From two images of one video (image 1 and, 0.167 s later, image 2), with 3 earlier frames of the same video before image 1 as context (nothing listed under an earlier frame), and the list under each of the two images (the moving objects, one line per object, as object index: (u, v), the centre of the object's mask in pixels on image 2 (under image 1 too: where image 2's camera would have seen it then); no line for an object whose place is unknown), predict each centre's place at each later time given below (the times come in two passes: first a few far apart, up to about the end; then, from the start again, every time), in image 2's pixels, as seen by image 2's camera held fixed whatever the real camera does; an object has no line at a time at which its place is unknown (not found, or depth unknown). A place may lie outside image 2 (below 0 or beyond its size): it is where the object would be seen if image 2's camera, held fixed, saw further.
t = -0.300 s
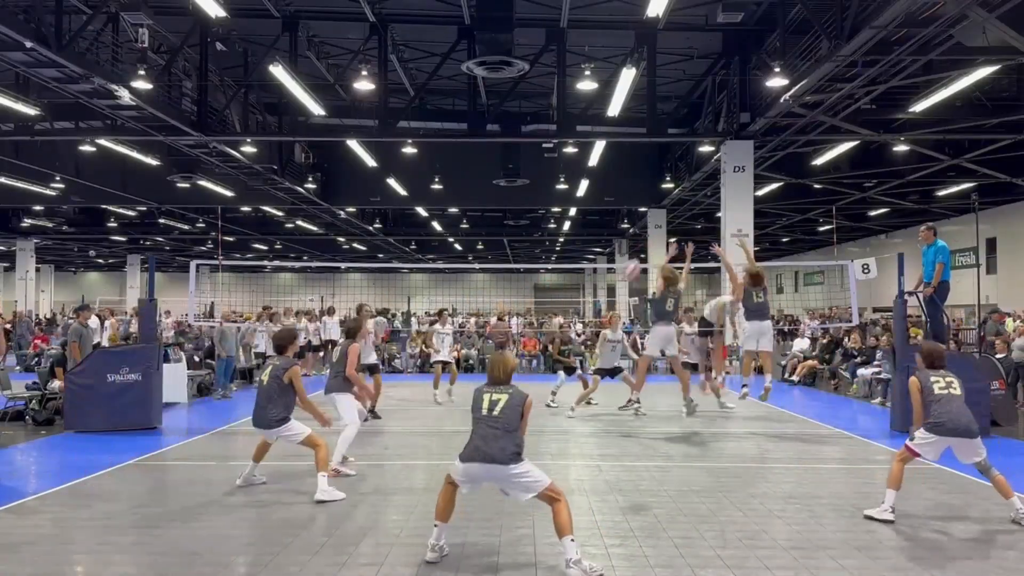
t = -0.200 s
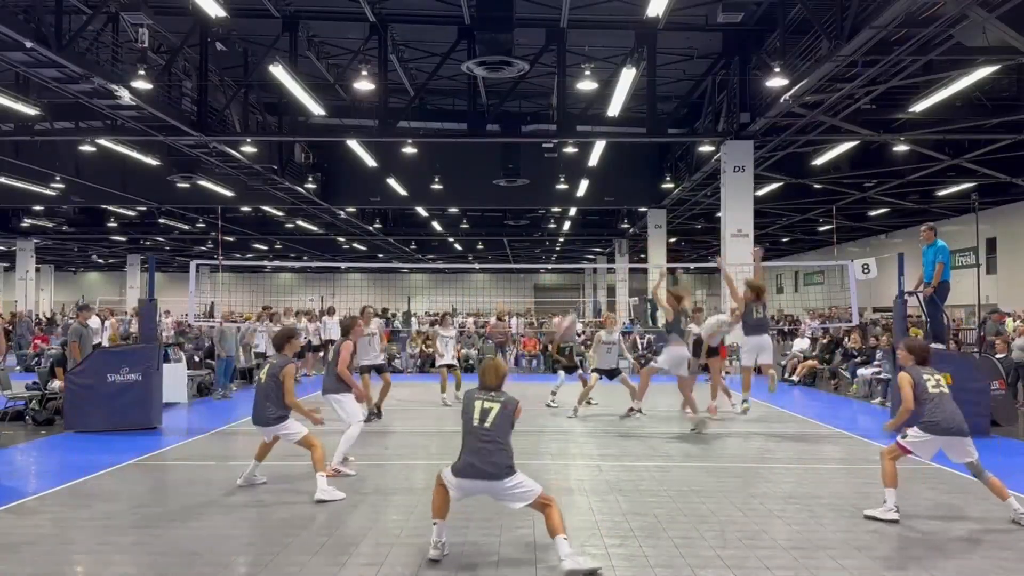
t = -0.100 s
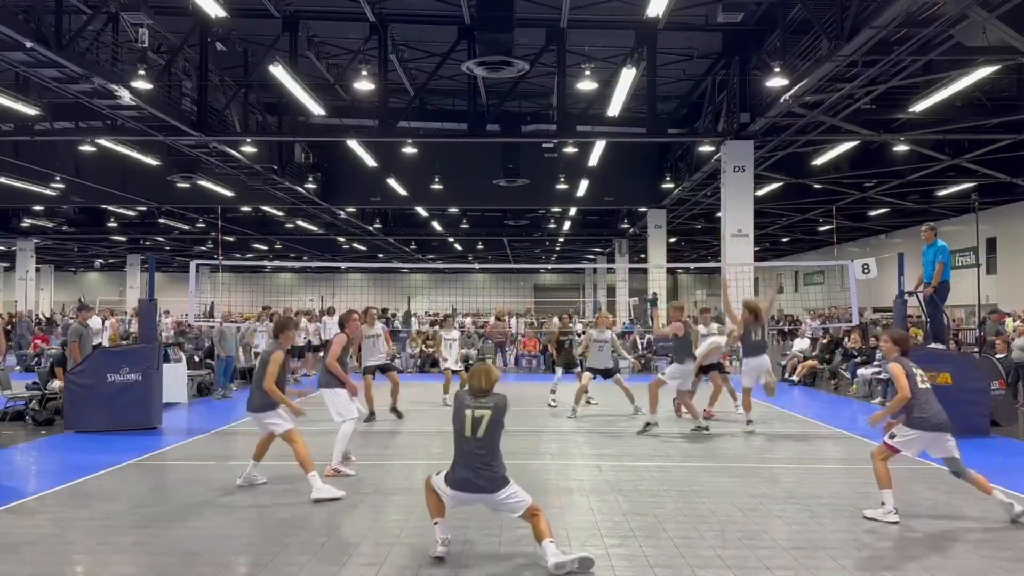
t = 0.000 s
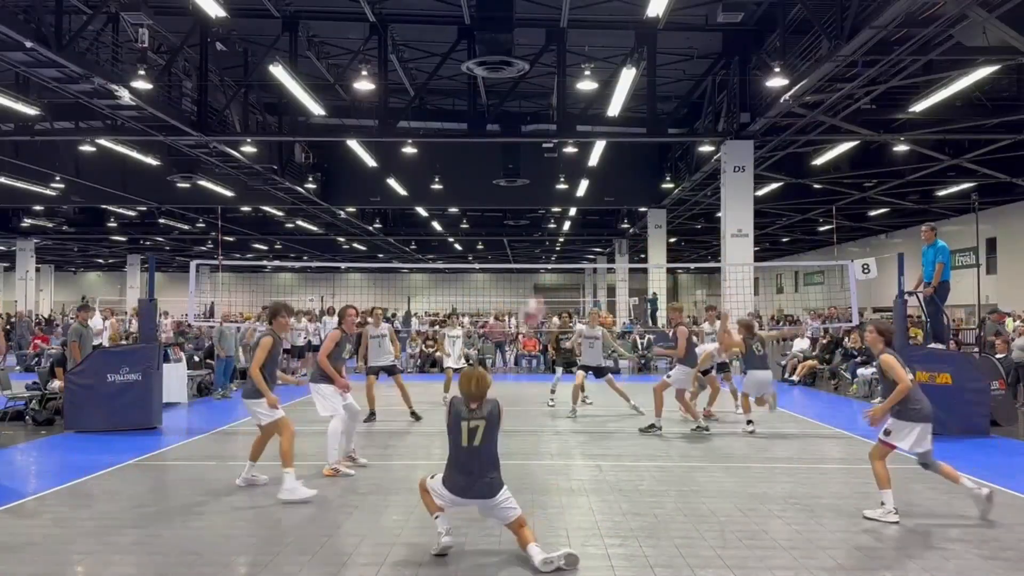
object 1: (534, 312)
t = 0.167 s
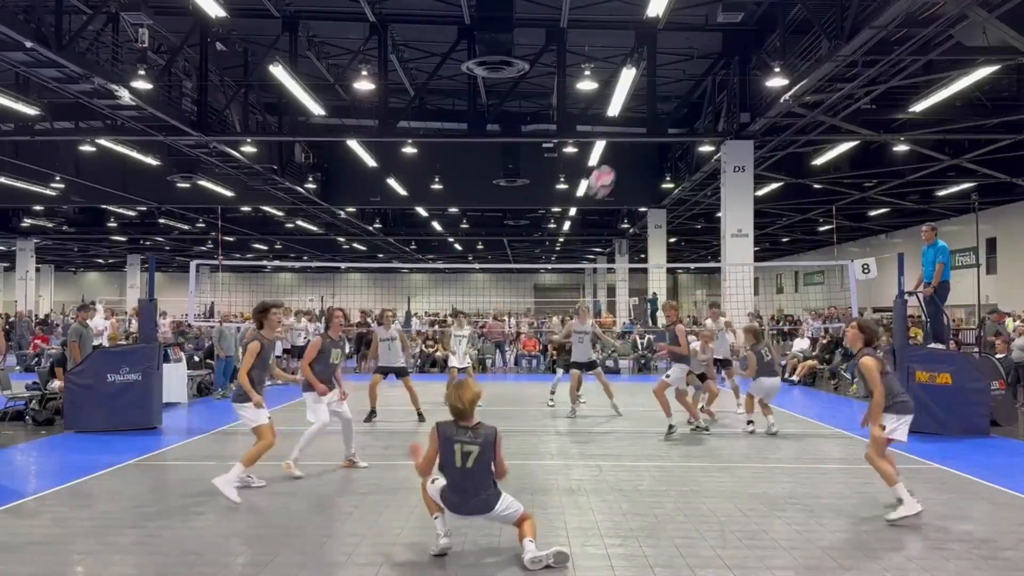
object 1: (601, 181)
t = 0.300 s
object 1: (648, 112)
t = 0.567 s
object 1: (728, 43)
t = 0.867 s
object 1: (798, 53)
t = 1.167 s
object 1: (855, 127)
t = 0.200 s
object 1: (613, 162)
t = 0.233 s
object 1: (625, 143)
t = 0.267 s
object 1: (637, 126)
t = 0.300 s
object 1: (648, 112)
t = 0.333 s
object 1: (659, 98)
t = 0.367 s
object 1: (670, 85)
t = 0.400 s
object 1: (680, 76)
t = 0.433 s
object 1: (690, 67)
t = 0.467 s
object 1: (700, 59)
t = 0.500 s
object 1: (709, 53)
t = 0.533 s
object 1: (719, 47)
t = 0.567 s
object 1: (728, 43)
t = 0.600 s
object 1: (736, 41)
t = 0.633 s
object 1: (745, 39)
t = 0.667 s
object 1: (753, 38)
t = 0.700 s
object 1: (761, 38)
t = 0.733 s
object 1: (769, 39)
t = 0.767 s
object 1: (777, 41)
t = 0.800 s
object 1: (784, 44)
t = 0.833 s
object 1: (791, 48)
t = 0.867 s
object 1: (798, 53)
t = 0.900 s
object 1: (806, 58)
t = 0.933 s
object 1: (812, 64)
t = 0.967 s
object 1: (819, 71)
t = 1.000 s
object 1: (825, 79)
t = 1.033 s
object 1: (831, 87)
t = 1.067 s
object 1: (837, 96)
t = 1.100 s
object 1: (843, 106)
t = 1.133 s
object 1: (849, 116)
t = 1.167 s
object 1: (855, 127)
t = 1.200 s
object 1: (861, 139)
